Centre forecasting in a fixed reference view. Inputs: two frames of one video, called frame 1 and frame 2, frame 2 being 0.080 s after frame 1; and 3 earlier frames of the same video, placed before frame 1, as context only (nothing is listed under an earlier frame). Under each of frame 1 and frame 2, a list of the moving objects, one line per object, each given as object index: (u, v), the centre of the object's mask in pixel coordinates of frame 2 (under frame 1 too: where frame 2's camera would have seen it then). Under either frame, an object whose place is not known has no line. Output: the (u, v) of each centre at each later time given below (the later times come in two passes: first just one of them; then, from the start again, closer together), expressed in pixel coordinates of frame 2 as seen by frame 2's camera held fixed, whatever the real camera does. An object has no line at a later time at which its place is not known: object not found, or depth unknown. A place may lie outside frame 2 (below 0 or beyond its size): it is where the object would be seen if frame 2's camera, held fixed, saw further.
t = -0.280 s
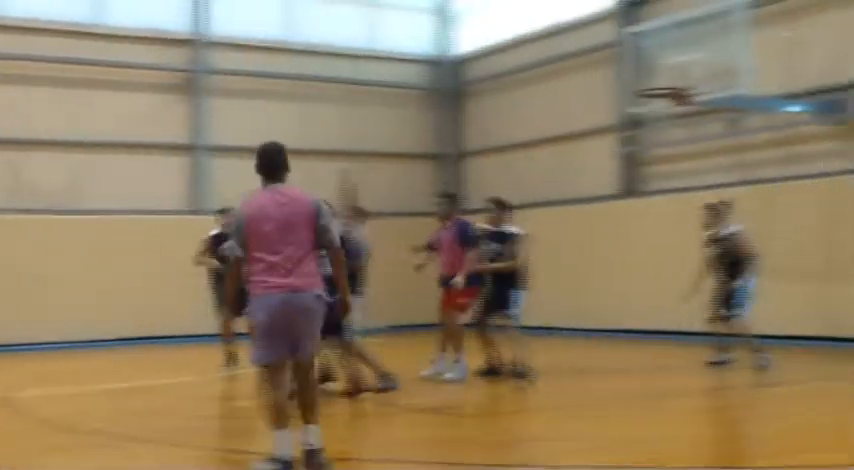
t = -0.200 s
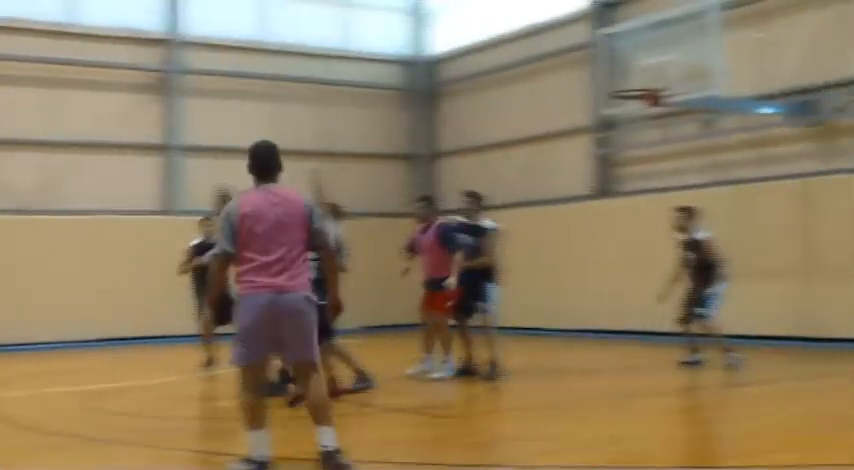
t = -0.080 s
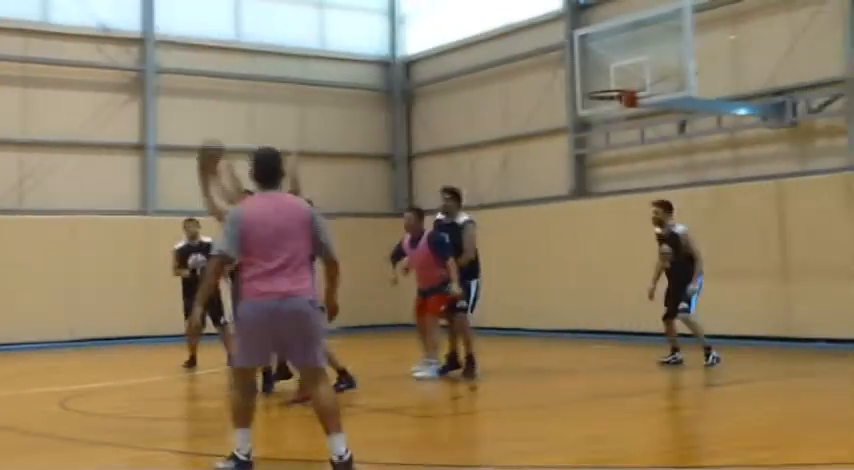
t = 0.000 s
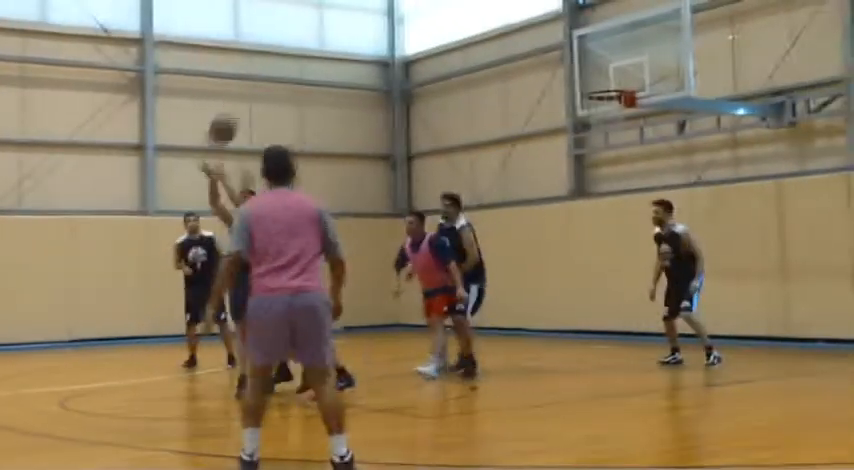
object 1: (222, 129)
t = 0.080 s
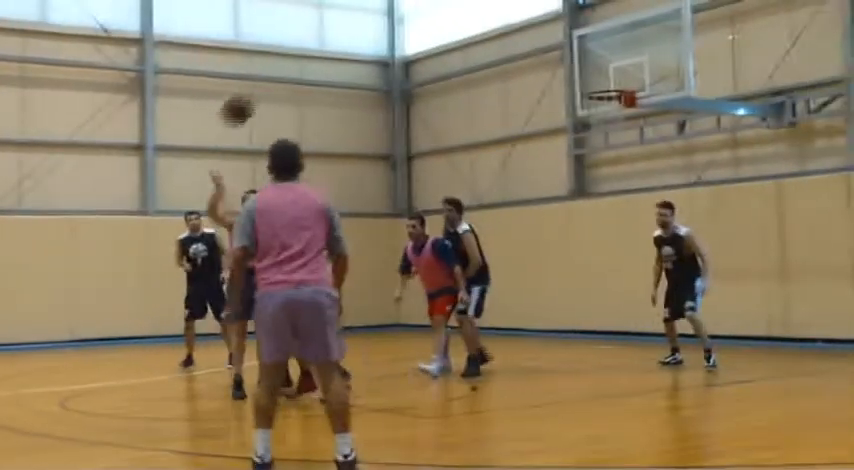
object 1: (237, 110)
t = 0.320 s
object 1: (295, 83)
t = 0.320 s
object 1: (295, 83)
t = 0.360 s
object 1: (306, 85)
